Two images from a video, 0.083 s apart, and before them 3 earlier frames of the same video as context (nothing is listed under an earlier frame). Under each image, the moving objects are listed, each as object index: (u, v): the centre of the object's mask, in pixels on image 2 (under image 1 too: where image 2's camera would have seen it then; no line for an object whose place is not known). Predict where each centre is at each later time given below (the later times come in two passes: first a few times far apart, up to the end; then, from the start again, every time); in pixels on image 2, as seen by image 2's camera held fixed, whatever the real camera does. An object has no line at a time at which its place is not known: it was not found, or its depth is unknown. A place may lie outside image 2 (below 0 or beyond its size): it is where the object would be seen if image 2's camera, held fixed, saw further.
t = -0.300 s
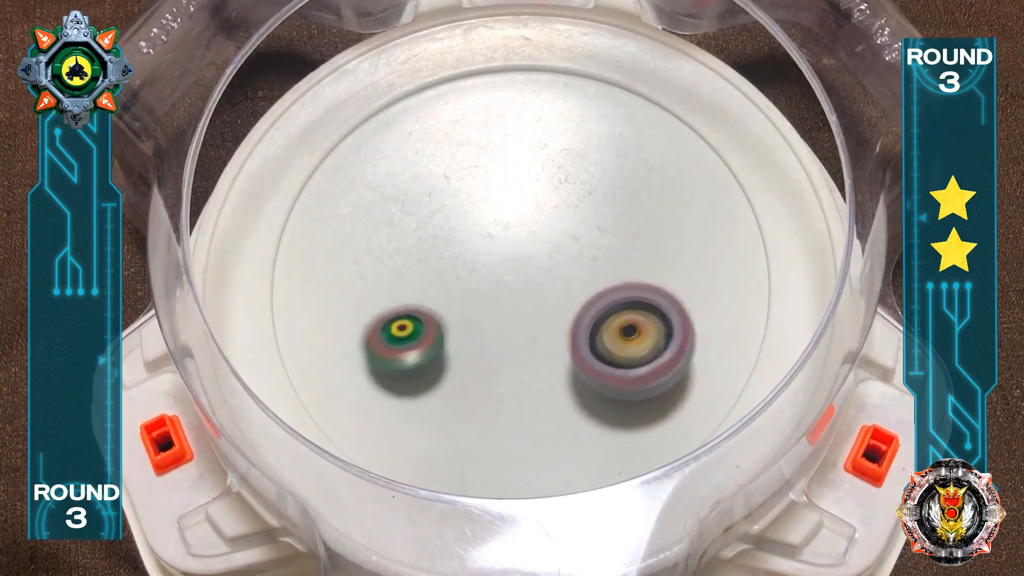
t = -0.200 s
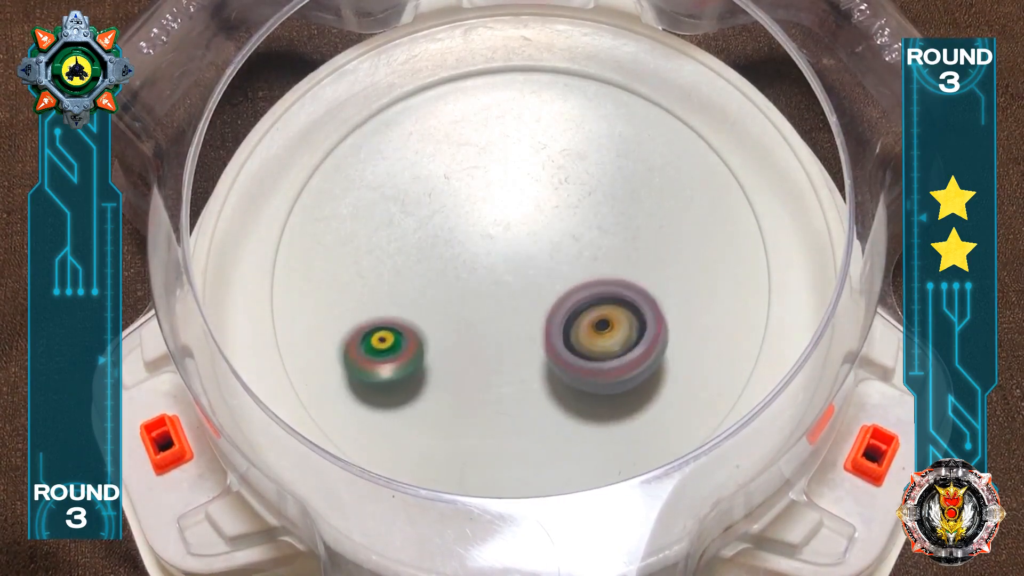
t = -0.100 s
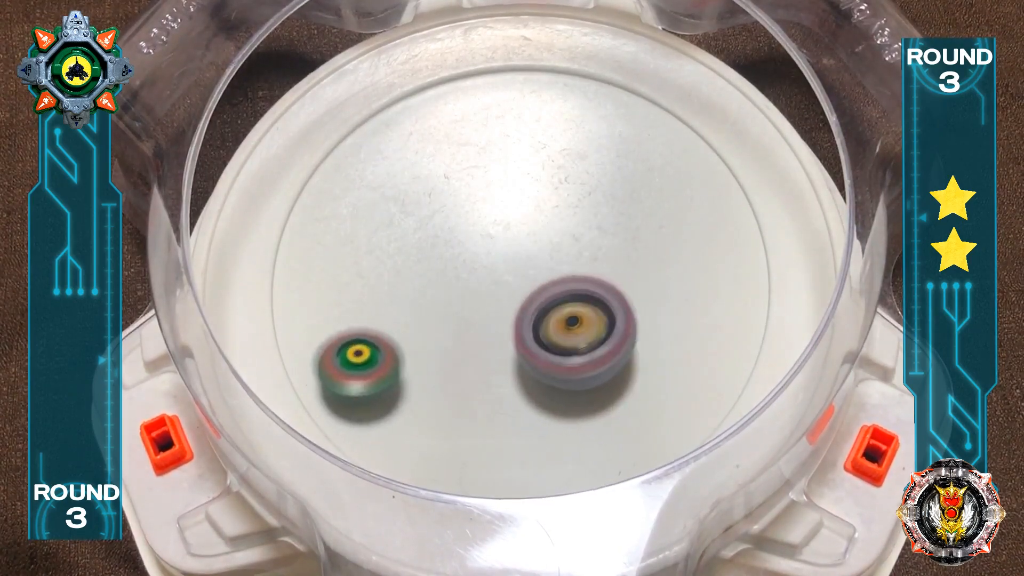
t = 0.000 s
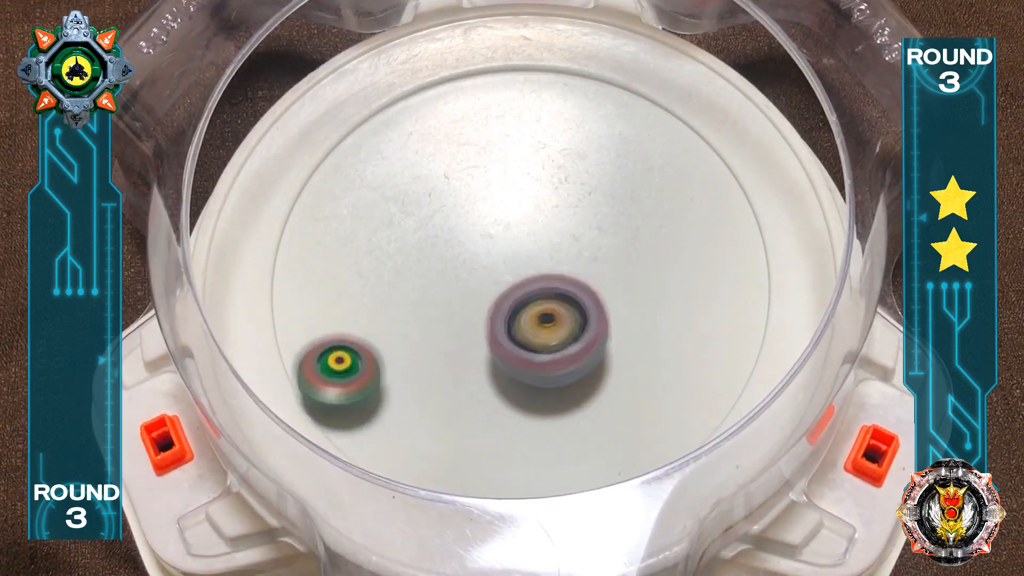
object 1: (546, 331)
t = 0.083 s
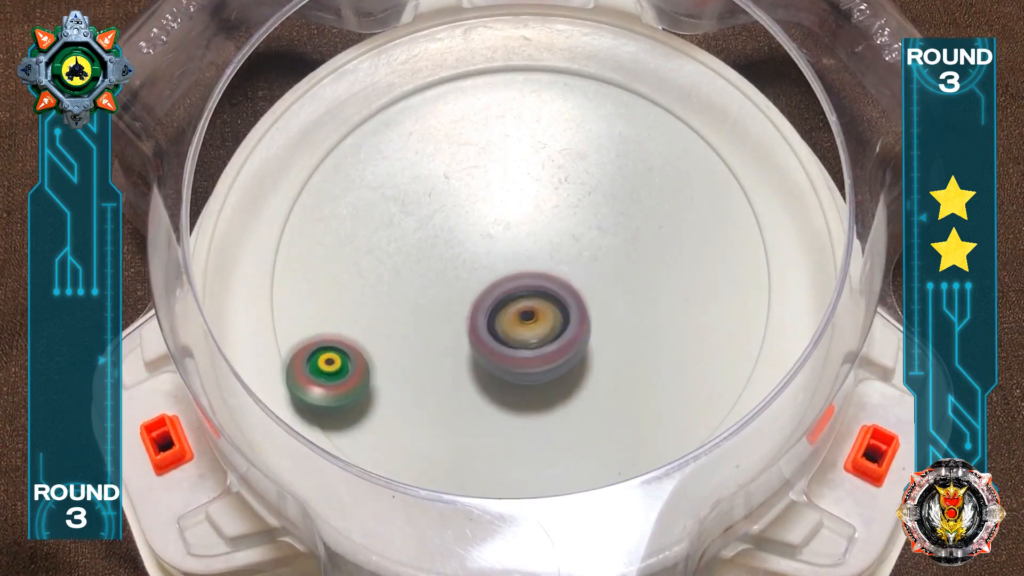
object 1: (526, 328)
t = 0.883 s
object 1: (495, 263)
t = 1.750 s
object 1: (554, 195)
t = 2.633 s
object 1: (620, 369)
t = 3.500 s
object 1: (508, 289)
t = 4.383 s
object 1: (524, 205)
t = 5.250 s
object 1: (609, 188)
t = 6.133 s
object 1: (585, 307)
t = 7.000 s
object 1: (546, 319)
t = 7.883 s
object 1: (560, 284)
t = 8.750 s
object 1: (516, 242)
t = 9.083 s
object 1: (544, 244)
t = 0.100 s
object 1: (524, 328)
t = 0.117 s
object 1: (521, 328)
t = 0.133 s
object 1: (518, 327)
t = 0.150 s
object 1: (516, 327)
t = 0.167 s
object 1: (513, 327)
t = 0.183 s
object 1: (511, 327)
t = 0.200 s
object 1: (509, 327)
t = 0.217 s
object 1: (506, 327)
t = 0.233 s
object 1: (504, 327)
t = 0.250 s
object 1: (502, 327)
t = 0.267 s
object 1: (499, 327)
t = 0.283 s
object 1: (497, 326)
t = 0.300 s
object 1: (495, 326)
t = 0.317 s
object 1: (492, 325)
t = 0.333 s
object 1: (490, 324)
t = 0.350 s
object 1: (488, 324)
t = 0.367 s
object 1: (486, 323)
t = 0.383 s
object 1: (484, 322)
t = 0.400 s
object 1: (481, 321)
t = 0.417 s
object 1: (479, 320)
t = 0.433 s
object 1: (477, 319)
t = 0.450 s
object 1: (475, 317)
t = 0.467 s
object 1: (473, 316)
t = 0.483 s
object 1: (471, 315)
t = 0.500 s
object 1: (469, 314)
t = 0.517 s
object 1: (468, 313)
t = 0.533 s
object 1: (467, 312)
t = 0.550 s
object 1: (469, 310)
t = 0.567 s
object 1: (475, 310)
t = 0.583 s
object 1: (482, 311)
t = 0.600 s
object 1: (489, 310)
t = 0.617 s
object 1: (494, 308)
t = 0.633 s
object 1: (499, 305)
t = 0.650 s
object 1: (503, 302)
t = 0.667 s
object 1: (506, 300)
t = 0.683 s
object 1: (508, 297)
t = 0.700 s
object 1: (510, 294)
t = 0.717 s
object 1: (510, 291)
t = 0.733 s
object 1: (510, 287)
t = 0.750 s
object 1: (510, 284)
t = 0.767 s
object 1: (509, 282)
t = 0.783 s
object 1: (509, 279)
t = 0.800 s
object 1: (508, 277)
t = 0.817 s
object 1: (506, 274)
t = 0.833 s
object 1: (503, 271)
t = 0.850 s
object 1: (501, 268)
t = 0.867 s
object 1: (498, 266)
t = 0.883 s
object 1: (495, 263)
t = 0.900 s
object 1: (493, 261)
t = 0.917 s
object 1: (492, 259)
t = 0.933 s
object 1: (498, 262)
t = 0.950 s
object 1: (506, 266)
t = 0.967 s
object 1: (513, 270)
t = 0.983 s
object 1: (520, 273)
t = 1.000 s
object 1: (526, 275)
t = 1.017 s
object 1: (530, 276)
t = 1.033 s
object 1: (535, 277)
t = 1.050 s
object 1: (538, 276)
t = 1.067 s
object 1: (541, 276)
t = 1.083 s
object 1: (544, 274)
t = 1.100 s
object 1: (546, 272)
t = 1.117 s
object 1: (547, 268)
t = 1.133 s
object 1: (547, 265)
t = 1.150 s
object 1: (547, 260)
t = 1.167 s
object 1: (547, 256)
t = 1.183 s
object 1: (547, 253)
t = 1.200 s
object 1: (548, 249)
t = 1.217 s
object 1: (548, 245)
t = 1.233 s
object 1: (548, 241)
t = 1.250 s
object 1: (547, 238)
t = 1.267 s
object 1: (547, 234)
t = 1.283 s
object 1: (547, 231)
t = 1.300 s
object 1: (546, 227)
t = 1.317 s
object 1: (545, 224)
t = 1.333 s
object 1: (545, 221)
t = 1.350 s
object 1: (544, 218)
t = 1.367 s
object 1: (544, 215)
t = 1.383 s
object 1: (543, 212)
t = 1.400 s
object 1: (543, 210)
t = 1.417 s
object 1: (543, 207)
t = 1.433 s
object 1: (546, 209)
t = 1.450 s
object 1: (549, 211)
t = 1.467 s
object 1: (551, 213)
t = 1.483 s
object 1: (552, 214)
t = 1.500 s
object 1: (553, 215)
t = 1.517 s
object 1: (554, 215)
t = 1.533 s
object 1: (554, 215)
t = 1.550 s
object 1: (555, 214)
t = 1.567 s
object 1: (554, 212)
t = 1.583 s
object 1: (554, 210)
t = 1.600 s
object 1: (554, 208)
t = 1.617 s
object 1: (554, 205)
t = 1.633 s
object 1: (555, 203)
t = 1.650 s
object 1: (554, 200)
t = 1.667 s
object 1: (555, 198)
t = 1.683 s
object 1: (554, 195)
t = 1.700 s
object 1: (553, 193)
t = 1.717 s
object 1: (553, 193)
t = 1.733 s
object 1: (553, 193)
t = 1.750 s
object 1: (554, 195)
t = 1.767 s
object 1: (555, 199)
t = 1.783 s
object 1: (555, 202)
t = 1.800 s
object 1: (554, 205)
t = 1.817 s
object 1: (555, 207)
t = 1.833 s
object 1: (554, 210)
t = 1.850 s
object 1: (555, 212)
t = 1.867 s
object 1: (555, 214)
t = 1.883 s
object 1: (555, 217)
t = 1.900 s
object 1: (554, 223)
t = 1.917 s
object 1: (555, 228)
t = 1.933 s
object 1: (555, 231)
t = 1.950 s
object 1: (557, 235)
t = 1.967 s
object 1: (558, 239)
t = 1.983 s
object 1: (558, 243)
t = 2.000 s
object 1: (558, 248)
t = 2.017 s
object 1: (558, 253)
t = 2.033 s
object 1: (557, 257)
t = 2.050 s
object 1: (559, 262)
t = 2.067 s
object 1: (561, 274)
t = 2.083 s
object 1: (562, 287)
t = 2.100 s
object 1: (562, 298)
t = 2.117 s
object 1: (564, 308)
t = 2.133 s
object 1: (563, 317)
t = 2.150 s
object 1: (563, 325)
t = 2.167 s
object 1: (564, 331)
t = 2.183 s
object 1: (565, 335)
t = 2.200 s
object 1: (566, 339)
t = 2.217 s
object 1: (568, 342)
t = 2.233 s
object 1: (569, 344)
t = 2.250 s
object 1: (570, 344)
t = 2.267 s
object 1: (572, 346)
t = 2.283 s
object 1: (575, 347)
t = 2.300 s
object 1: (576, 347)
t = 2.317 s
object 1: (580, 348)
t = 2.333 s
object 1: (582, 347)
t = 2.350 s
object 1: (584, 349)
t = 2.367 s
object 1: (587, 350)
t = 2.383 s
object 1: (589, 351)
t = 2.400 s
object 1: (591, 352)
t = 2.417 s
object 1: (594, 353)
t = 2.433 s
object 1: (596, 354)
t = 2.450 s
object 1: (598, 355)
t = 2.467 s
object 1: (600, 357)
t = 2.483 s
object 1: (603, 359)
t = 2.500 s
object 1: (605, 361)
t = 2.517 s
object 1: (608, 362)
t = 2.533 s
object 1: (609, 362)
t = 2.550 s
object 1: (611, 364)
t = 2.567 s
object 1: (613, 366)
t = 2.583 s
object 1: (614, 367)
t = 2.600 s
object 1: (617, 368)
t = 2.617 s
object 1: (618, 369)
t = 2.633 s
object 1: (620, 369)
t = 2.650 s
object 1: (622, 371)
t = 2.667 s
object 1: (623, 371)
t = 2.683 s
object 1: (625, 372)
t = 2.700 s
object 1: (627, 372)
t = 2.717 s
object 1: (627, 372)
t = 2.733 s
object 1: (628, 372)
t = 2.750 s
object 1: (629, 372)
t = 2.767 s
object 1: (629, 372)
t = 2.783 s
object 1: (630, 371)
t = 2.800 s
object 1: (630, 370)
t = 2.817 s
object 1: (630, 369)
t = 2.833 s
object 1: (629, 368)
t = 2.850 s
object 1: (629, 367)
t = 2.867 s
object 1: (628, 366)
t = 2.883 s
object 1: (627, 364)
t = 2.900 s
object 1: (626, 362)
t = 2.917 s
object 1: (624, 361)
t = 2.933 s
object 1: (623, 359)
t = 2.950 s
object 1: (622, 358)
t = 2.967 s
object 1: (619, 356)
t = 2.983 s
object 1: (616, 354)
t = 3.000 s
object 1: (614, 352)
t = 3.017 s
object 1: (611, 350)
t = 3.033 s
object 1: (609, 348)
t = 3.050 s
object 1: (606, 346)
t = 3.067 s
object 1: (602, 344)
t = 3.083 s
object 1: (600, 342)
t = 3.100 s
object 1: (596, 340)
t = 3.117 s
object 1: (593, 338)
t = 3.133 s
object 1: (590, 335)
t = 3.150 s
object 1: (585, 333)
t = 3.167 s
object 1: (582, 331)
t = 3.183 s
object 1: (578, 329)
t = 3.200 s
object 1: (575, 327)
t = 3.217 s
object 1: (571, 325)
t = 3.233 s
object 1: (567, 322)
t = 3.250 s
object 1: (563, 320)
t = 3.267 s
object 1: (559, 318)
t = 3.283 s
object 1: (556, 316)
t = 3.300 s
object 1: (552, 314)
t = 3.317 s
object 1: (548, 312)
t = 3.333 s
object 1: (544, 309)
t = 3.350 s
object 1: (541, 307)
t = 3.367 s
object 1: (537, 305)
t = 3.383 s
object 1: (533, 303)
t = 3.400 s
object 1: (530, 301)
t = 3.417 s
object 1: (526, 299)
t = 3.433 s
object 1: (522, 297)
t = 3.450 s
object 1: (519, 295)
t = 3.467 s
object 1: (515, 293)
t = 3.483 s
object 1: (512, 291)
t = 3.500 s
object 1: (508, 289)
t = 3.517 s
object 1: (504, 287)
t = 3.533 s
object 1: (501, 285)
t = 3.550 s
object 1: (498, 282)
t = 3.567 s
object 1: (496, 280)
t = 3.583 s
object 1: (495, 277)
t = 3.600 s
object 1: (493, 274)
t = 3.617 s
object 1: (493, 272)
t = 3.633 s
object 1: (499, 269)
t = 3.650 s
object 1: (505, 266)
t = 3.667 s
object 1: (511, 263)
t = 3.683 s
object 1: (515, 260)
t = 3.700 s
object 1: (518, 258)
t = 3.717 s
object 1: (521, 256)
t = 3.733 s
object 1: (524, 253)
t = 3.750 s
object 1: (526, 251)
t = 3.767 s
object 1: (526, 250)
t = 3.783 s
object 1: (526, 249)
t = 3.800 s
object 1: (525, 248)
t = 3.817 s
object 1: (524, 248)
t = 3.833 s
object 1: (522, 247)
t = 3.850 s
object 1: (520, 246)
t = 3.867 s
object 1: (518, 246)
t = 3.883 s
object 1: (516, 245)
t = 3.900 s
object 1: (514, 244)
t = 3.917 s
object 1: (510, 243)
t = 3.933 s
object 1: (506, 242)
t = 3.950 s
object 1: (504, 242)
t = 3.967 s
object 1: (501, 241)
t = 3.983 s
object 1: (498, 240)
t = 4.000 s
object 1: (495, 239)
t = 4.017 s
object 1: (493, 238)
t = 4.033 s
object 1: (492, 237)
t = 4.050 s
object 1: (491, 235)
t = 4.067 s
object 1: (490, 233)
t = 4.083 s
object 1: (489, 232)
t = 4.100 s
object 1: (489, 231)
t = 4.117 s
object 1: (489, 230)
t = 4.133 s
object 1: (489, 228)
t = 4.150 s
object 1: (488, 227)
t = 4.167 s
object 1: (489, 227)
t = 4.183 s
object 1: (489, 225)
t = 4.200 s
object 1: (489, 224)
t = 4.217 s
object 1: (489, 222)
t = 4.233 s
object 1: (490, 221)
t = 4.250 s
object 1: (491, 220)
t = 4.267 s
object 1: (492, 218)
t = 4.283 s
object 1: (492, 217)
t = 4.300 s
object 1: (495, 216)
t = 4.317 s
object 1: (501, 212)
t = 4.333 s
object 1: (509, 210)
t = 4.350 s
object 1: (515, 208)
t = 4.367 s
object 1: (521, 206)
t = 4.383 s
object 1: (524, 205)
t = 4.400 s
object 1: (528, 205)
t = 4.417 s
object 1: (532, 203)
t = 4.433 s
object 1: (535, 201)
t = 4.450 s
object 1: (537, 200)
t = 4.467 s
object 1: (538, 199)
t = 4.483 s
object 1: (540, 198)
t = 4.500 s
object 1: (542, 195)
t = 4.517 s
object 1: (543, 193)
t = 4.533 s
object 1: (545, 192)
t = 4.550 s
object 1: (547, 191)
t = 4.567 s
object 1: (549, 189)
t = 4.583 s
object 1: (551, 187)
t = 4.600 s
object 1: (552, 185)
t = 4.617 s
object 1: (555, 184)
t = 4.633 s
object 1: (557, 182)
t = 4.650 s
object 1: (559, 180)
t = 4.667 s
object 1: (560, 179)
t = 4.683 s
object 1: (563, 178)
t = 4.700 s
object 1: (565, 176)
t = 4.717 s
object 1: (567, 175)
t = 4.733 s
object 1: (569, 173)
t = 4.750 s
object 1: (572, 173)
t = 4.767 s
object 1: (574, 171)
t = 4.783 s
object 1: (575, 170)
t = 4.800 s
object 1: (577, 170)
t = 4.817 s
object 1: (580, 170)
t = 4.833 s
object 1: (582, 168)
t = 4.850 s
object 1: (583, 168)
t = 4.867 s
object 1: (585, 168)
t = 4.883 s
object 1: (588, 167)
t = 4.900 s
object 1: (589, 167)
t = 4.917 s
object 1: (591, 166)
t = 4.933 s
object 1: (593, 166)
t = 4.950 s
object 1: (595, 166)
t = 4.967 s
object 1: (596, 166)
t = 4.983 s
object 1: (597, 166)
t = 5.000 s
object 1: (599, 168)
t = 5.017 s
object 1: (600, 168)
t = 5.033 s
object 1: (602, 168)
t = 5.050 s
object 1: (602, 168)
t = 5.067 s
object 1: (603, 170)
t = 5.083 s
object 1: (604, 171)
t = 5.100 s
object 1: (605, 172)
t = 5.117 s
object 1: (606, 173)
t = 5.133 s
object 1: (607, 175)
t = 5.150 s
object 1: (607, 176)
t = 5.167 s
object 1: (608, 177)
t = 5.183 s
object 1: (608, 180)
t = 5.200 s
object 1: (609, 182)
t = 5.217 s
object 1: (609, 183)
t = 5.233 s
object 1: (610, 185)
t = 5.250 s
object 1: (609, 188)
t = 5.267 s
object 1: (610, 190)
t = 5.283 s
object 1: (611, 192)
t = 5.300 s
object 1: (610, 193)
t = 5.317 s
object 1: (610, 197)
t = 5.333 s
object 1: (611, 200)
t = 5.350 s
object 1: (610, 202)
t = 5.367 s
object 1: (610, 206)
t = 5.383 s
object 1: (610, 208)
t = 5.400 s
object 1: (610, 212)
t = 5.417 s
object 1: (610, 214)
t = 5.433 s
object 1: (609, 218)
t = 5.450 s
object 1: (609, 222)
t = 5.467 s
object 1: (609, 224)
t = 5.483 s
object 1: (606, 227)
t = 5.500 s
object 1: (606, 230)
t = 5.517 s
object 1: (606, 234)
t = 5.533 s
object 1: (605, 236)
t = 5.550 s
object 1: (604, 240)
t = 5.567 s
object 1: (603, 243)
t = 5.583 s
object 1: (603, 247)
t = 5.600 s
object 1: (600, 249)
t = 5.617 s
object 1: (598, 253)
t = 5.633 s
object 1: (598, 257)
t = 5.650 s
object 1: (598, 259)
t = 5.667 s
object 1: (597, 262)
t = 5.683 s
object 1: (601, 264)
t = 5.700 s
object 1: (604, 265)
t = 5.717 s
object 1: (606, 267)
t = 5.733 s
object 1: (607, 268)
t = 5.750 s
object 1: (609, 270)
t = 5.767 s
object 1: (609, 272)
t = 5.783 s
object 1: (608, 274)
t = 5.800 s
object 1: (607, 275)
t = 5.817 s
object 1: (606, 277)
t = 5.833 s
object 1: (605, 279)
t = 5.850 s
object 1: (603, 280)
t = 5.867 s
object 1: (602, 282)
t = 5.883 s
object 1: (600, 284)
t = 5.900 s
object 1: (598, 285)
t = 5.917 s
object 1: (597, 287)
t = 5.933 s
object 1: (595, 289)
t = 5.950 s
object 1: (593, 290)
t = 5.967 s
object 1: (590, 292)
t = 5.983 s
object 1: (589, 293)
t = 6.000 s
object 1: (587, 295)
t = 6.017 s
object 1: (586, 296)
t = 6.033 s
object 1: (589, 298)
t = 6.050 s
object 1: (589, 300)
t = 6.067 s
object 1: (589, 301)
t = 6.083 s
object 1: (589, 304)
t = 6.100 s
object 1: (588, 305)
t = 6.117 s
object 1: (587, 306)
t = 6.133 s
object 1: (585, 307)
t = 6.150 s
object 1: (584, 309)
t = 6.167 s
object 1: (583, 310)
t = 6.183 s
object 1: (582, 311)
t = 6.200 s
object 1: (580, 313)
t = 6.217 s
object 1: (580, 314)
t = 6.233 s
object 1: (579, 315)
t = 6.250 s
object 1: (579, 318)
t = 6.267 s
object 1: (583, 320)
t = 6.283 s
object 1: (584, 322)
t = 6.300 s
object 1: (584, 324)
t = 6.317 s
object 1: (584, 325)
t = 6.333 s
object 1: (584, 325)
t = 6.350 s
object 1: (582, 325)
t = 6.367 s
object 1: (581, 326)
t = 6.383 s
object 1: (581, 326)
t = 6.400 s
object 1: (579, 326)
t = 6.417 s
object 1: (578, 326)
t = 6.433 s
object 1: (577, 327)
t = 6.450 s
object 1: (574, 326)
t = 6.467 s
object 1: (573, 326)
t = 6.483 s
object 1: (571, 326)
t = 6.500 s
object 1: (569, 326)
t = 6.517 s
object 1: (567, 325)
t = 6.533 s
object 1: (565, 325)
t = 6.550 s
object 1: (563, 324)
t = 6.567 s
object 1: (561, 324)
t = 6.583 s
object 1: (559, 323)
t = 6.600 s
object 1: (557, 323)
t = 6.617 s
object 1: (554, 322)
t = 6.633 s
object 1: (553, 321)
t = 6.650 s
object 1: (554, 322)
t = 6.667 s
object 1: (554, 322)
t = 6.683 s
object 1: (554, 323)
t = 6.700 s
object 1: (554, 323)
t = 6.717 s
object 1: (553, 322)
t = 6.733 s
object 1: (551, 322)
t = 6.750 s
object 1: (550, 321)
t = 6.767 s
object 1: (549, 320)
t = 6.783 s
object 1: (548, 320)
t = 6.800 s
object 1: (549, 321)
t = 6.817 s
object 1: (549, 323)
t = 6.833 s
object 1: (549, 323)
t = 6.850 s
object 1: (549, 322)
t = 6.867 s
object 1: (548, 323)
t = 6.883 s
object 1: (550, 323)
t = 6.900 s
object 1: (548, 323)
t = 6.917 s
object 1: (548, 323)
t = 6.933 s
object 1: (547, 322)
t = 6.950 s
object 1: (548, 321)
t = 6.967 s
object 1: (546, 321)
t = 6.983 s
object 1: (546, 320)
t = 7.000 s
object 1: (546, 319)
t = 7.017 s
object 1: (544, 320)
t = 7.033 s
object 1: (545, 320)
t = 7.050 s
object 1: (546, 322)
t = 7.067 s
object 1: (545, 323)
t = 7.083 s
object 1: (545, 322)
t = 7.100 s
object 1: (546, 323)
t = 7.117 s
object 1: (546, 323)
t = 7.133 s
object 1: (545, 323)
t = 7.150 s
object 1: (546, 323)
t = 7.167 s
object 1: (547, 324)
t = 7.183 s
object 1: (548, 326)
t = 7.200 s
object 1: (550, 327)
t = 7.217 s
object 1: (552, 327)
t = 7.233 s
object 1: (552, 327)
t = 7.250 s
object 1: (552, 327)
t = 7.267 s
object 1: (554, 327)
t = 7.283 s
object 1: (554, 326)
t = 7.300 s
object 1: (555, 326)
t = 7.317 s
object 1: (555, 325)
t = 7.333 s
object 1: (556, 324)
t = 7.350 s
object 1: (556, 324)
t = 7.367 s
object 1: (556, 322)
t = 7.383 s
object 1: (556, 321)
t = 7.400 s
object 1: (557, 319)
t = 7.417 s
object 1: (556, 318)
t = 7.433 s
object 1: (555, 316)
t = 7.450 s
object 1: (559, 318)
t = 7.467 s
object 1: (563, 319)
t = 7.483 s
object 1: (565, 320)
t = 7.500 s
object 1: (566, 320)
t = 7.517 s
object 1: (568, 320)
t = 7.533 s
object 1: (569, 318)
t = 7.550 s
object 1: (570, 318)
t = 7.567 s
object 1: (571, 317)
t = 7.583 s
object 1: (571, 315)
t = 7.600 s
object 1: (571, 313)
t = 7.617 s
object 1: (572, 312)
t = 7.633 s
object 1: (572, 310)
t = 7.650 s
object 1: (572, 309)
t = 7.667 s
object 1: (572, 306)
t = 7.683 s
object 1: (572, 305)
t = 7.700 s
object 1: (571, 303)
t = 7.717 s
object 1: (570, 301)
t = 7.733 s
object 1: (570, 299)
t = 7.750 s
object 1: (569, 298)
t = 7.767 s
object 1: (569, 296)
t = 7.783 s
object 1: (568, 294)
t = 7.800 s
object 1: (567, 292)
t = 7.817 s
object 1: (565, 290)
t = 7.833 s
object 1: (564, 289)
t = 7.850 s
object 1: (563, 287)
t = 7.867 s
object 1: (562, 285)
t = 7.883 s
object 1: (560, 284)
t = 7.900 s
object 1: (559, 282)
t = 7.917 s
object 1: (557, 280)
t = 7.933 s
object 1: (555, 279)
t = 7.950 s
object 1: (555, 277)
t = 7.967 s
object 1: (553, 275)
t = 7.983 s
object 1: (552, 274)
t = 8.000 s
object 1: (550, 272)
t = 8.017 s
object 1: (548, 270)
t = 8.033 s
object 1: (547, 269)
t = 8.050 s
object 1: (545, 268)
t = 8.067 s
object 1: (545, 267)
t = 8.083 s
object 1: (545, 266)
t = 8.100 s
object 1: (547, 266)
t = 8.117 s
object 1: (549, 265)
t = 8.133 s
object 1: (548, 264)
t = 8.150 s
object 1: (548, 263)
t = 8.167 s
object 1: (547, 261)
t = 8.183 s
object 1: (546, 261)
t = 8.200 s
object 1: (546, 259)
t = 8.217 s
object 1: (545, 257)
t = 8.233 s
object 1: (545, 256)
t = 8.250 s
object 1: (545, 255)
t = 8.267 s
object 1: (543, 254)
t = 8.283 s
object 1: (543, 253)
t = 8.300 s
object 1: (542, 251)
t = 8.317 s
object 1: (541, 250)
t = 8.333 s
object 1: (540, 249)
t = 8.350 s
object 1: (539, 248)
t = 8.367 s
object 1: (538, 247)
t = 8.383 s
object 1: (537, 246)
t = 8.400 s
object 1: (535, 245)
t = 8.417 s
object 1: (535, 245)
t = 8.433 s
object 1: (534, 244)
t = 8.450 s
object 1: (532, 244)
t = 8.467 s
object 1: (532, 243)
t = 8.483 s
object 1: (530, 242)
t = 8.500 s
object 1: (529, 242)
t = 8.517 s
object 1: (528, 241)
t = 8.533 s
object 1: (527, 241)
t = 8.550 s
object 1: (526, 241)
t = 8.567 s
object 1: (525, 240)
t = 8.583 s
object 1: (523, 241)
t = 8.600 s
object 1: (523, 240)
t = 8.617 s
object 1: (521, 240)
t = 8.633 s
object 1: (521, 241)
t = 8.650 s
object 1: (520, 240)
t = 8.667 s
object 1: (519, 241)
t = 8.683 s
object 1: (518, 241)
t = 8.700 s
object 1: (517, 241)
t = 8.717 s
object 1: (516, 242)
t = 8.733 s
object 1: (516, 242)
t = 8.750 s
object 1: (516, 242)
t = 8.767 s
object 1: (519, 243)
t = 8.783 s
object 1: (522, 242)
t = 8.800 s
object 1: (523, 242)
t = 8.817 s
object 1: (525, 242)
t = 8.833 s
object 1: (526, 241)
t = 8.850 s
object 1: (527, 242)
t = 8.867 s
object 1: (529, 241)
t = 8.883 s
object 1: (530, 242)
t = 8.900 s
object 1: (531, 242)
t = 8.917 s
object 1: (532, 242)
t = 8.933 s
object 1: (533, 242)
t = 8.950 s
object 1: (535, 242)
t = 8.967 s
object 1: (536, 242)
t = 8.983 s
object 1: (537, 243)
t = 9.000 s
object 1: (539, 243)
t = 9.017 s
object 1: (539, 243)
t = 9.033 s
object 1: (541, 243)
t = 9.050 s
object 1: (542, 243)
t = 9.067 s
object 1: (543, 244)
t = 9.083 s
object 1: (544, 244)
